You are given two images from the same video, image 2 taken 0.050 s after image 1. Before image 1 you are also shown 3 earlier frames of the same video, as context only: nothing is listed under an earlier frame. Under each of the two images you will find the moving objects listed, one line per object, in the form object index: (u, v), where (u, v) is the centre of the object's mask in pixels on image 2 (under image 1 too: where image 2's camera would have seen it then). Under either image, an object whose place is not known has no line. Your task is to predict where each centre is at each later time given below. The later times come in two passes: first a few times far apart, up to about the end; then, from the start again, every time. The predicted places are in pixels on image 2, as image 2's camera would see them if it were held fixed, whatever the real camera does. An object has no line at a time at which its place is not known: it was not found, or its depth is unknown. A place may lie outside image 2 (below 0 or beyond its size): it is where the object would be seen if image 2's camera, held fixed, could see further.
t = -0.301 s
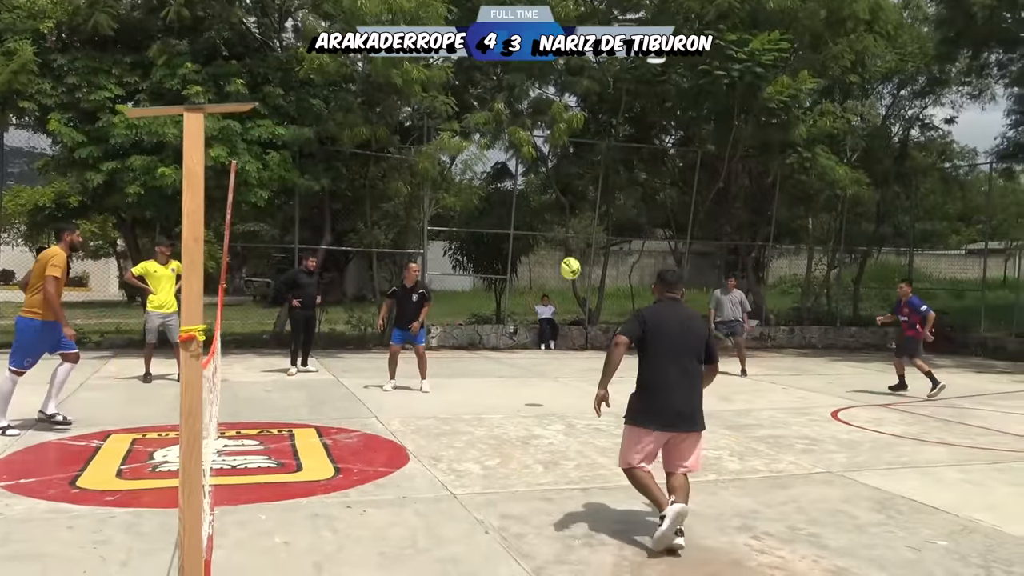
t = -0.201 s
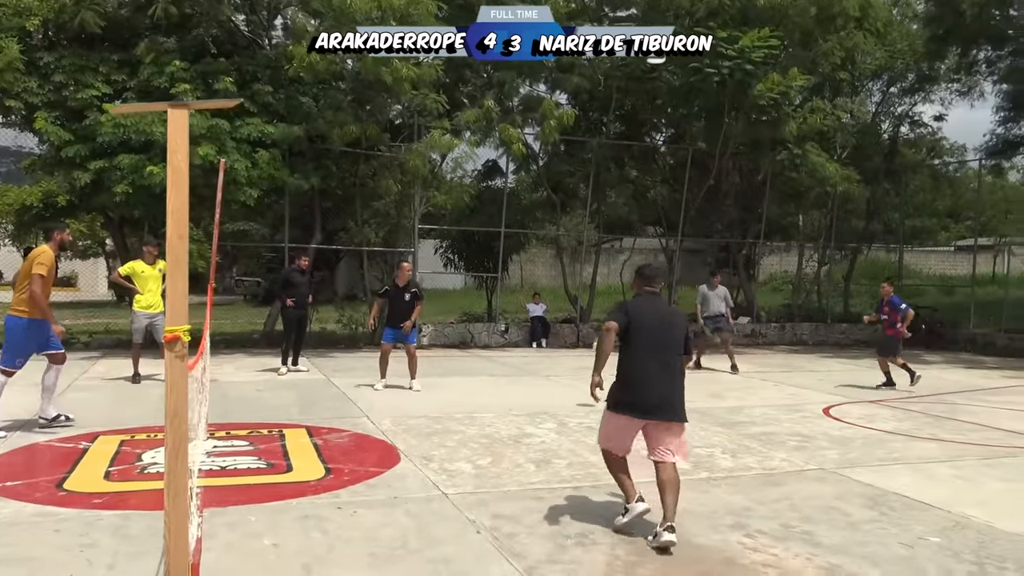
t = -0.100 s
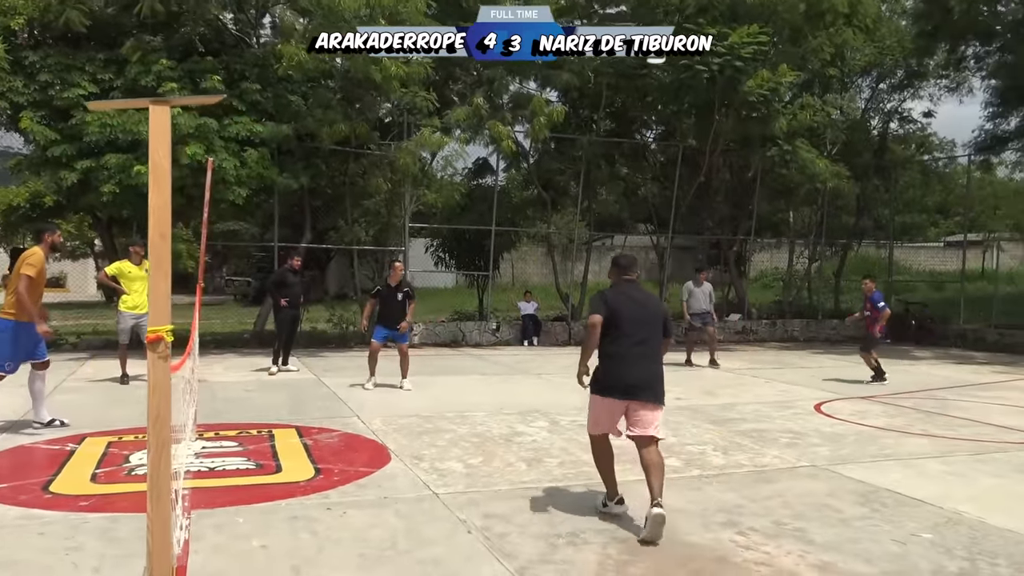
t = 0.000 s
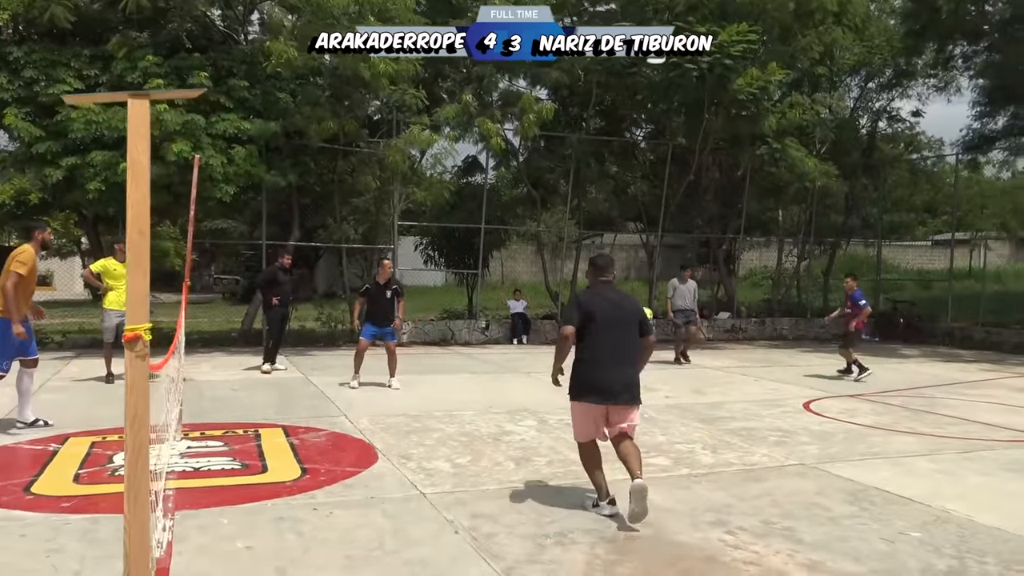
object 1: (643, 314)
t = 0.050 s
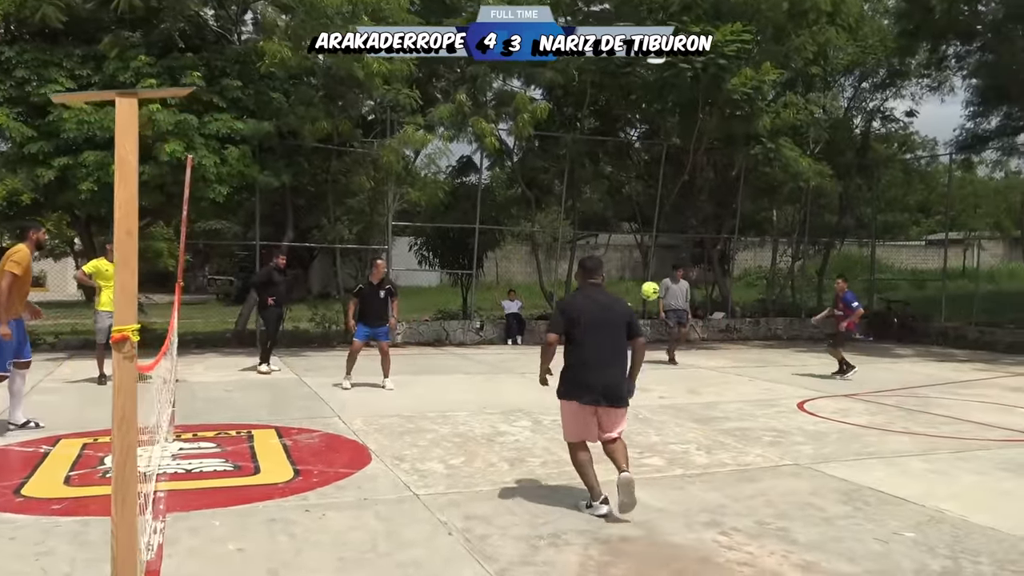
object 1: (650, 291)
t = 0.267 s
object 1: (699, 211)
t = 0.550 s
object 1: (754, 170)
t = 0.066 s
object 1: (653, 283)
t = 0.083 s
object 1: (658, 275)
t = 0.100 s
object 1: (662, 268)
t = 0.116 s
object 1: (666, 261)
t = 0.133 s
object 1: (669, 255)
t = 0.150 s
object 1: (673, 248)
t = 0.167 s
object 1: (677, 242)
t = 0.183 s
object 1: (680, 236)
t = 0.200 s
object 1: (684, 230)
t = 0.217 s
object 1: (688, 225)
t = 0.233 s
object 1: (691, 220)
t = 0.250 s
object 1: (695, 215)
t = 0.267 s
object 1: (699, 211)
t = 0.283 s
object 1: (702, 207)
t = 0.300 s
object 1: (705, 202)
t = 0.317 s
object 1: (709, 198)
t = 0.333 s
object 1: (712, 195)
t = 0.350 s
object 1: (716, 191)
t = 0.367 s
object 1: (719, 188)
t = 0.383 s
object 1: (723, 185)
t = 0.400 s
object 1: (726, 183)
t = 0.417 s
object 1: (729, 181)
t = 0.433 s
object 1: (733, 179)
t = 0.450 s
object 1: (736, 177)
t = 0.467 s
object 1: (738, 175)
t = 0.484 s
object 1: (742, 174)
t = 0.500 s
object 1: (744, 173)
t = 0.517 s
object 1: (747, 172)
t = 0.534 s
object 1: (751, 171)
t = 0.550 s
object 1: (754, 170)
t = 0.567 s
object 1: (759, 168)
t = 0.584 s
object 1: (764, 166)
